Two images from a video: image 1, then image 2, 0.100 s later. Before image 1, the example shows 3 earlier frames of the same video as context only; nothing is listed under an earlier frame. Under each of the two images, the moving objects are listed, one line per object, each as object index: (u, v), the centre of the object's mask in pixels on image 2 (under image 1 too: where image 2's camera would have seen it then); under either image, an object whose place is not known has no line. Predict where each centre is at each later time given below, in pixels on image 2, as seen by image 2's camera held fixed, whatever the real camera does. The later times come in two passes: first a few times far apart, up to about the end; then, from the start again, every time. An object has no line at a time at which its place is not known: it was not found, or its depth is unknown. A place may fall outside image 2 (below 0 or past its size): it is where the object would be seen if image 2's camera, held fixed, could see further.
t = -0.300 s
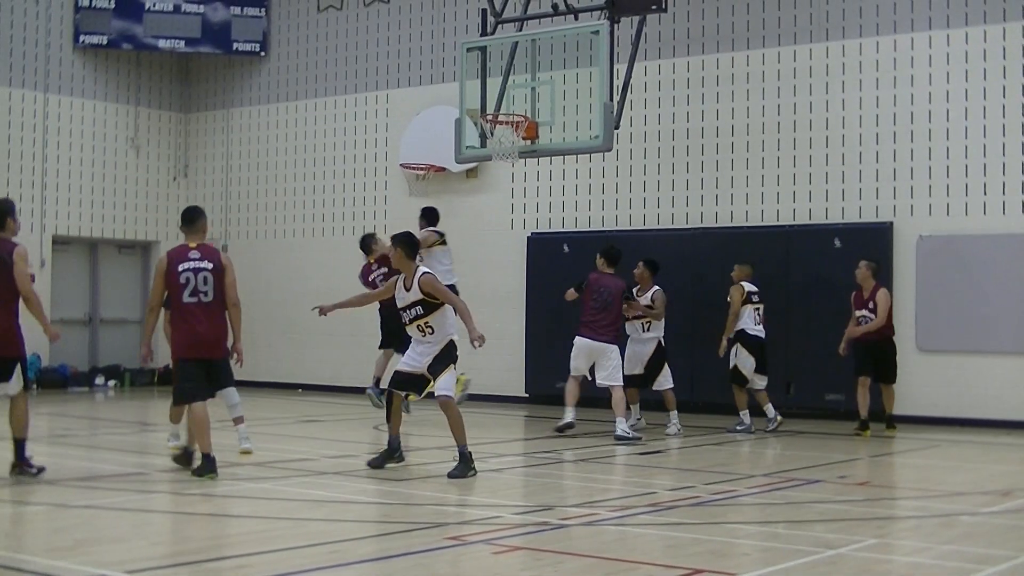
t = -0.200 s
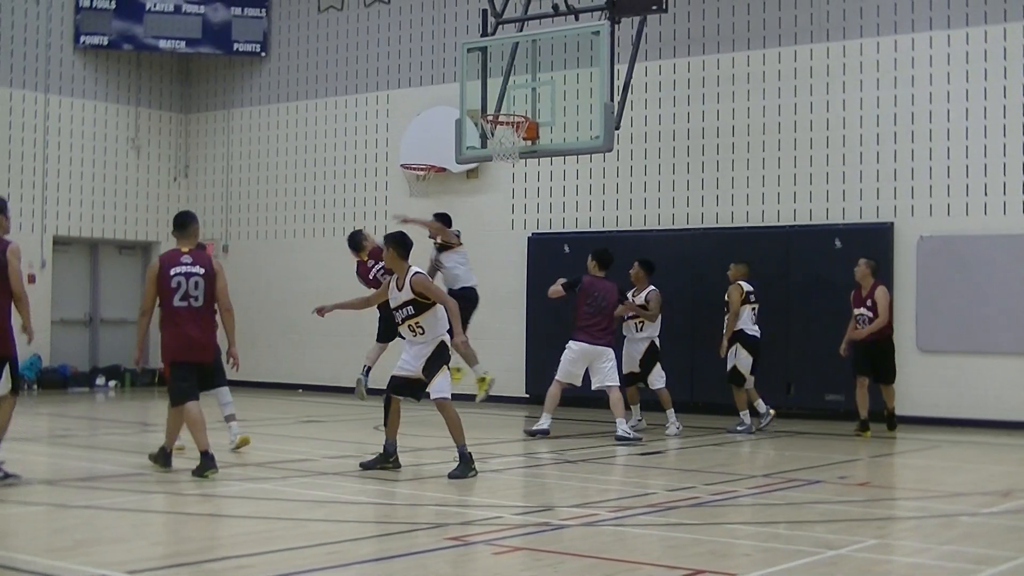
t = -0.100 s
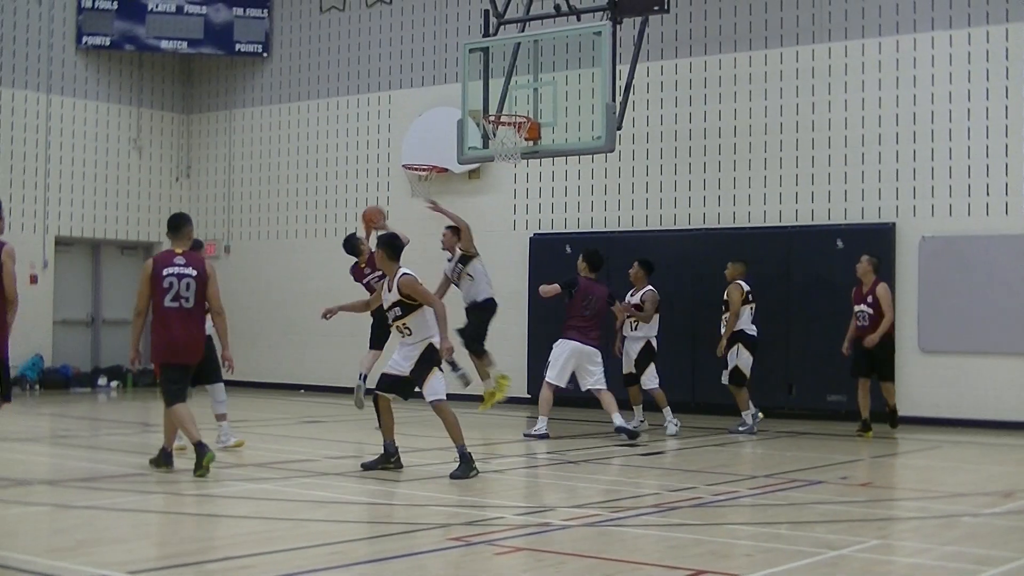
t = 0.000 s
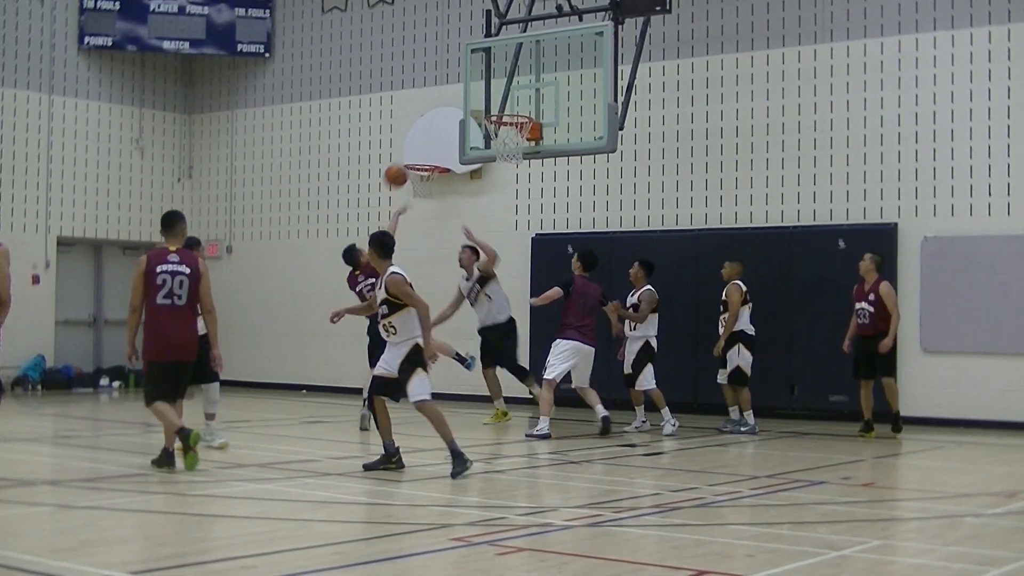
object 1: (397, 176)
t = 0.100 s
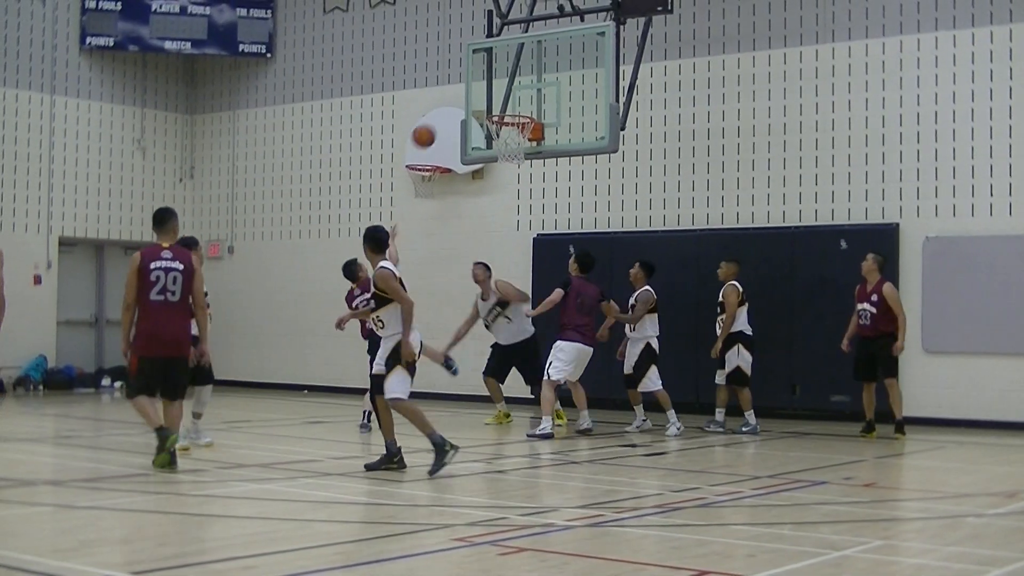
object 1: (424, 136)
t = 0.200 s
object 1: (449, 107)
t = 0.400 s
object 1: (498, 78)
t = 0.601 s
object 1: (504, 91)
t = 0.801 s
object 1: (518, 113)
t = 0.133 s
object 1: (432, 125)
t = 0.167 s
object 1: (441, 115)
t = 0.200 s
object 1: (449, 107)
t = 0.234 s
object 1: (457, 99)
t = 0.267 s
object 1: (466, 93)
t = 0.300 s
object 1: (474, 88)
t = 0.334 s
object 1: (482, 84)
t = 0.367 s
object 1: (490, 80)
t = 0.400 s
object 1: (498, 78)
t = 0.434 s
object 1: (506, 77)
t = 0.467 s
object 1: (508, 79)
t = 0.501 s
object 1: (507, 80)
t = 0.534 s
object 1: (506, 82)
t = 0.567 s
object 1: (505, 86)
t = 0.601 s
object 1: (504, 91)
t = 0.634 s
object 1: (503, 98)
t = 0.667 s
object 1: (501, 104)
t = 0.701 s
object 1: (501, 112)
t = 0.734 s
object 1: (506, 113)
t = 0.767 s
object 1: (511, 112)
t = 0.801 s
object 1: (518, 113)
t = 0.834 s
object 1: (519, 120)
